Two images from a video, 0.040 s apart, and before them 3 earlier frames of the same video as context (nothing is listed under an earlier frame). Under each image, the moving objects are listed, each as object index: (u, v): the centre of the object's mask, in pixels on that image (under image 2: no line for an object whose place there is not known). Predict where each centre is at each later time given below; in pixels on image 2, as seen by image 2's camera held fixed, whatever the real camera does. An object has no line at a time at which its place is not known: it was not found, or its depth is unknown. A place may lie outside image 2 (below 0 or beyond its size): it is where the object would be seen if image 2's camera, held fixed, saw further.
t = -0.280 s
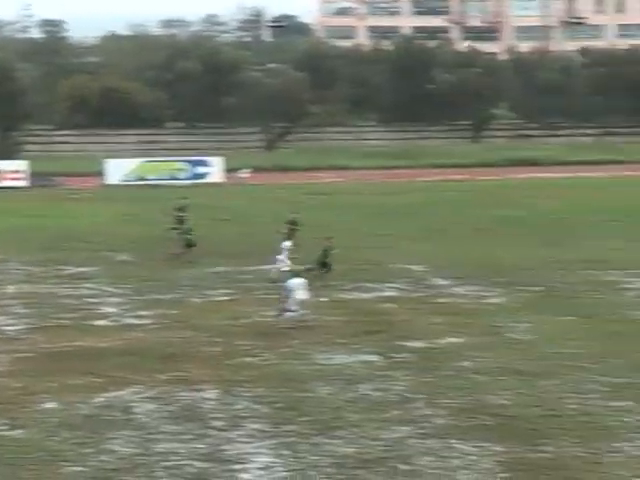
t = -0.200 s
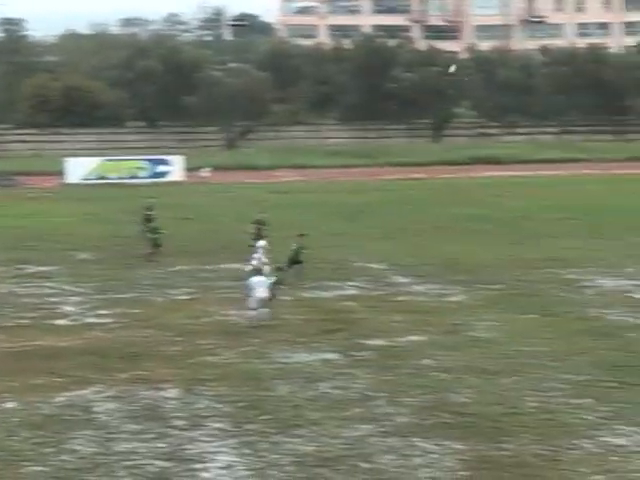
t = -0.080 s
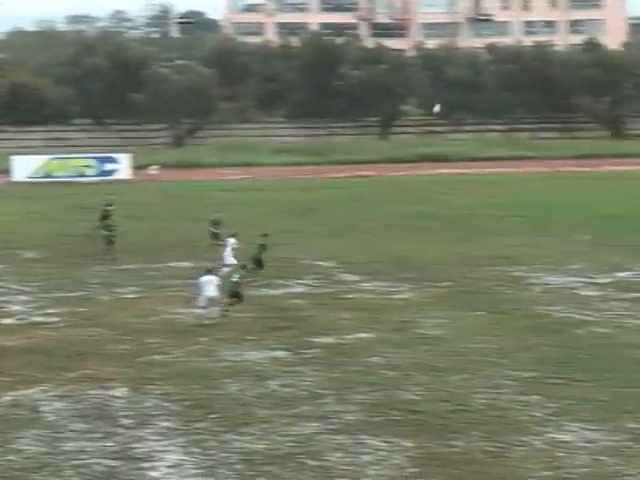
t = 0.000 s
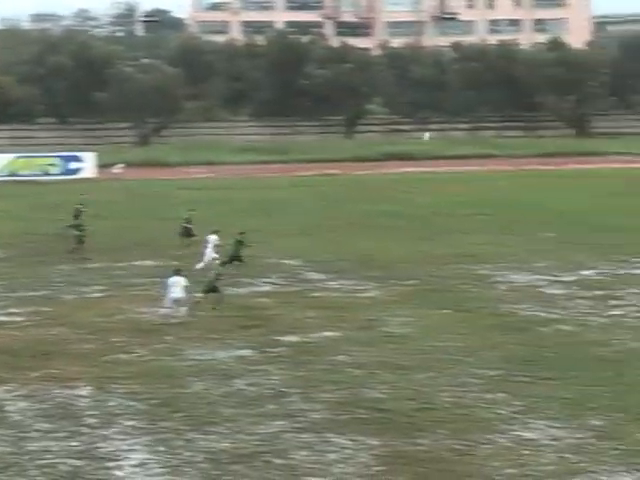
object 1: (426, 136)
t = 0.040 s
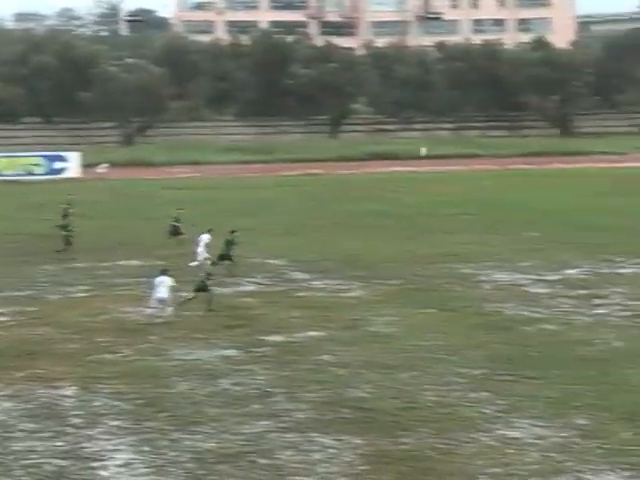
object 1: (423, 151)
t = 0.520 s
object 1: (560, 245)
